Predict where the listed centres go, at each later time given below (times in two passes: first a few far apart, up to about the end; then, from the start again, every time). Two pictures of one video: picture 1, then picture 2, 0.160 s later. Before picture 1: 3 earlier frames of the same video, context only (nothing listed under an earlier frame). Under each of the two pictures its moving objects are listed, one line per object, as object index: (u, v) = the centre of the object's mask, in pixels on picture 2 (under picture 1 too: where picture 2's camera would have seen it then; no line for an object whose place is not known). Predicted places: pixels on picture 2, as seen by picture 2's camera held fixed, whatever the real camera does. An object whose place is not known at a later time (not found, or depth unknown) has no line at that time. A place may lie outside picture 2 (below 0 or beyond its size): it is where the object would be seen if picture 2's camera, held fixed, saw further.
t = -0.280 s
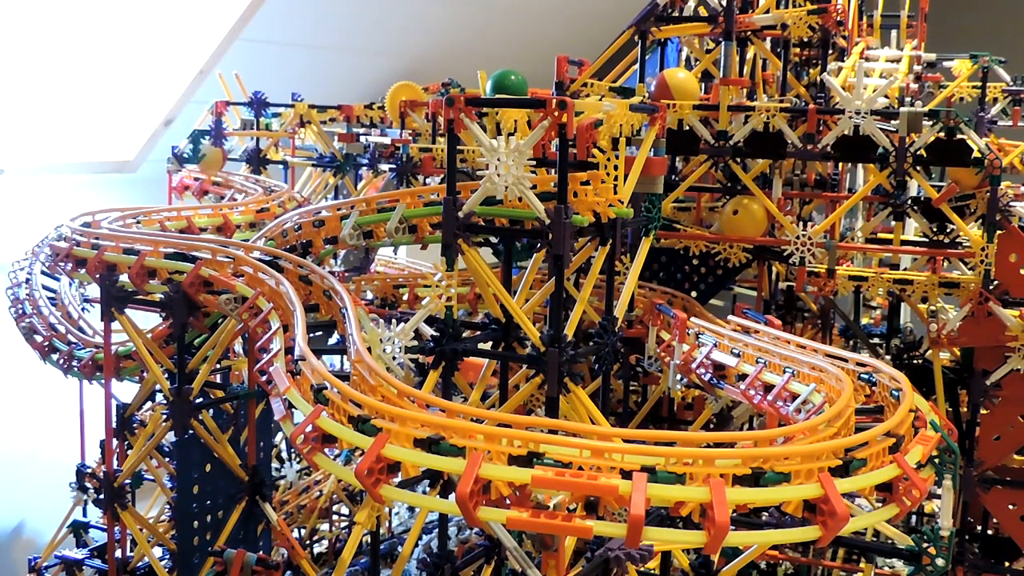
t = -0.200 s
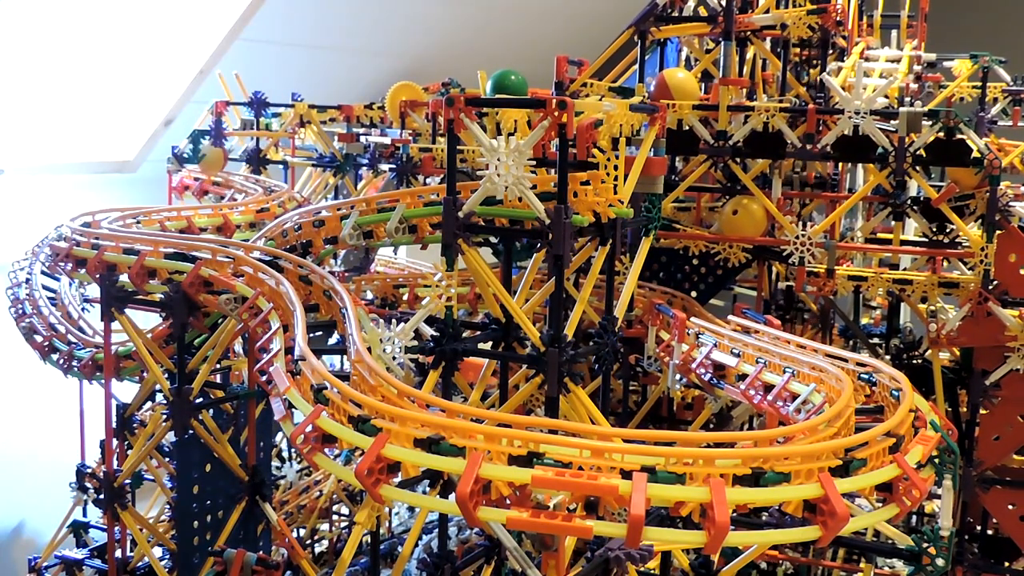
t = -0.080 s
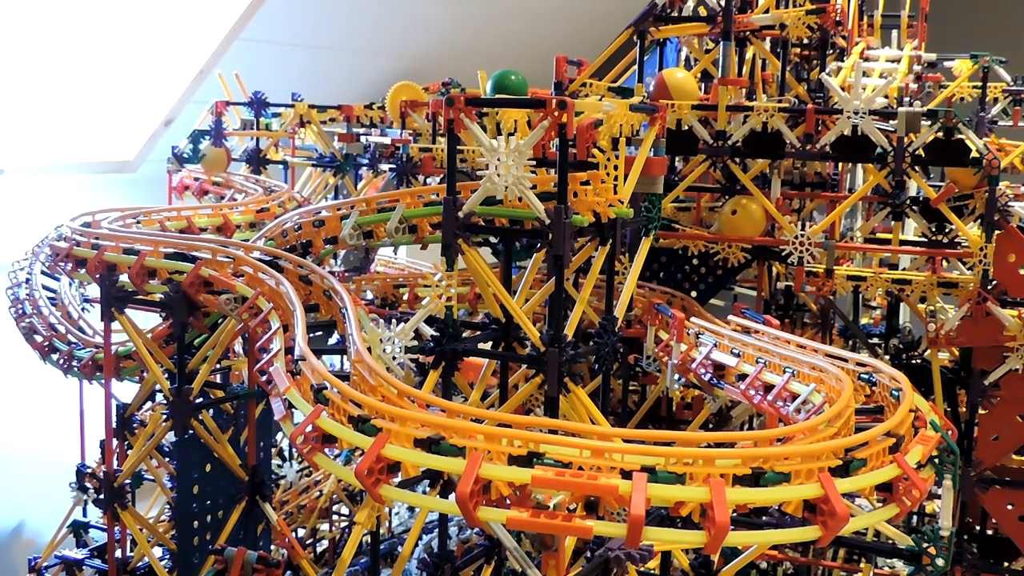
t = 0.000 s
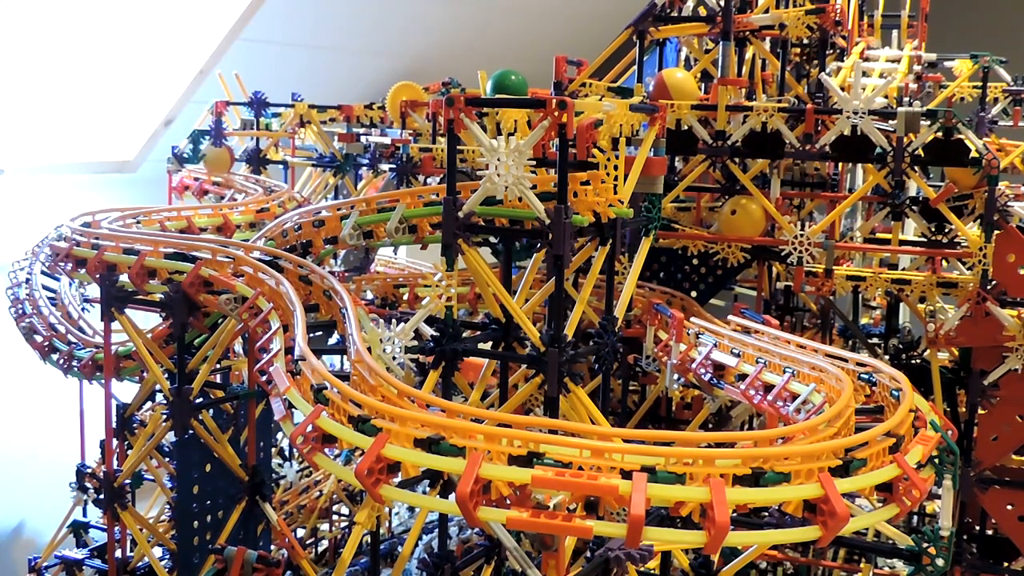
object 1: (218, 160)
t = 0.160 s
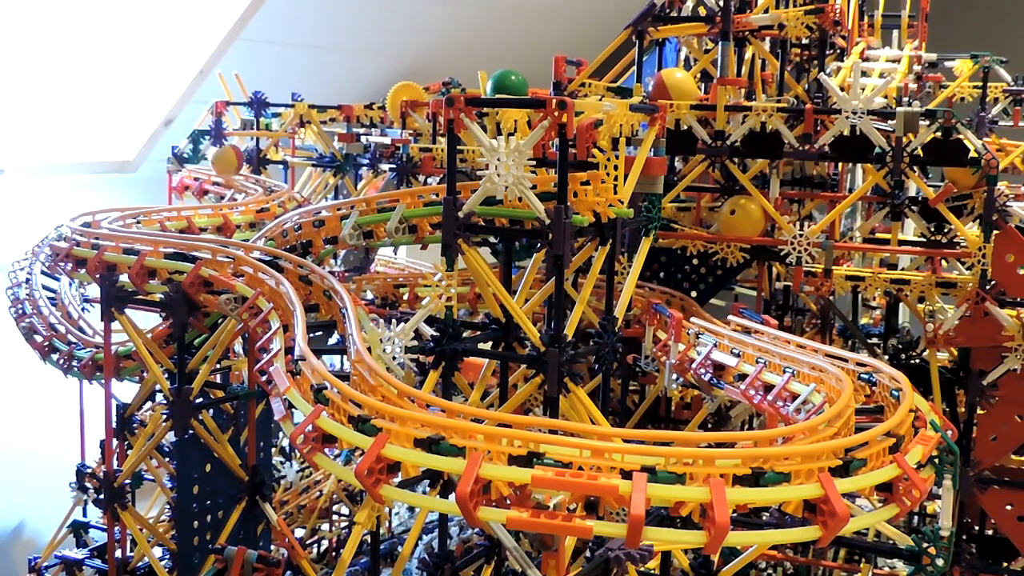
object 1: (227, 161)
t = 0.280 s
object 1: (236, 162)
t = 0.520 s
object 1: (254, 166)
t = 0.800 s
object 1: (271, 172)
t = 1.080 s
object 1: (265, 177)
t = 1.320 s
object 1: (229, 184)
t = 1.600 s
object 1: (152, 188)
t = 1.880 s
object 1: (96, 196)
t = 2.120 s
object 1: (91, 203)
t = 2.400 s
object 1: (147, 210)
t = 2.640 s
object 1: (217, 216)
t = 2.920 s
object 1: (287, 239)
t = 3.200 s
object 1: (329, 290)
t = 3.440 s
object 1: (427, 367)
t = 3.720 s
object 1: (803, 398)
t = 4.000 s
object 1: (861, 335)
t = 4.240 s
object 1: (749, 303)
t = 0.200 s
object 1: (230, 162)
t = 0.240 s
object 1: (233, 162)
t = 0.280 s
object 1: (236, 162)
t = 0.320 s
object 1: (239, 162)
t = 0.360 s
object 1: (242, 163)
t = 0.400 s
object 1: (246, 164)
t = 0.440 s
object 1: (249, 165)
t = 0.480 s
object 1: (252, 165)
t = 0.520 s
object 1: (254, 166)
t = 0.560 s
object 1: (257, 167)
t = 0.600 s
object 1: (260, 168)
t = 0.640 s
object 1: (263, 169)
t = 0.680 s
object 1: (266, 170)
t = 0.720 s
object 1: (268, 170)
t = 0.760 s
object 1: (270, 171)
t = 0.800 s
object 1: (271, 172)
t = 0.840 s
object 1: (272, 172)
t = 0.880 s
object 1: (272, 173)
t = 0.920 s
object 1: (272, 173)
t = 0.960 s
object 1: (271, 174)
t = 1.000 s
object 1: (270, 175)
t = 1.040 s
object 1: (268, 176)
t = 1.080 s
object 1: (265, 177)
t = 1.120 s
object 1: (262, 178)
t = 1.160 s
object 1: (258, 180)
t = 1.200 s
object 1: (253, 181)
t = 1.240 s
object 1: (246, 182)
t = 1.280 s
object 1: (239, 184)
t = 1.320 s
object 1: (229, 184)
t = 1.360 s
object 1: (220, 185)
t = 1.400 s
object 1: (209, 186)
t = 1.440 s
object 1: (197, 186)
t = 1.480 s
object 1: (185, 186)
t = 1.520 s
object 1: (175, 186)
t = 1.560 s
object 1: (163, 188)
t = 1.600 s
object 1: (152, 188)
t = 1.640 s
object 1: (143, 188)
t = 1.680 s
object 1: (133, 189)
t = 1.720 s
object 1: (124, 190)
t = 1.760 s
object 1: (116, 191)
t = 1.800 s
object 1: (108, 192)
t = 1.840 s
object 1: (101, 194)
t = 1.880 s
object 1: (96, 196)
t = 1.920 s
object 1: (92, 198)
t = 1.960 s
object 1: (88, 199)
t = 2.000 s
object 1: (86, 201)
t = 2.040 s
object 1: (87, 202)
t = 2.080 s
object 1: (88, 203)
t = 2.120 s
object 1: (91, 203)
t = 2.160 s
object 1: (95, 204)
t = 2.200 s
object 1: (101, 206)
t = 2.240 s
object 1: (109, 207)
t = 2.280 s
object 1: (117, 207)
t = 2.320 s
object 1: (126, 208)
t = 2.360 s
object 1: (136, 209)
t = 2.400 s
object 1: (147, 210)
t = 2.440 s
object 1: (158, 211)
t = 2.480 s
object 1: (171, 212)
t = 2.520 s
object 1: (183, 213)
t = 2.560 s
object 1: (194, 214)
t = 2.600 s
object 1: (206, 215)
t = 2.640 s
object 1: (217, 216)
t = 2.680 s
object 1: (228, 217)
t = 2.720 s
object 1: (239, 219)
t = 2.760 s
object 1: (249, 223)
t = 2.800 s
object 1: (258, 226)
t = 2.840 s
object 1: (268, 230)
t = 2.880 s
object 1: (277, 234)
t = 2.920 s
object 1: (287, 239)
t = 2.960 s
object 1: (296, 243)
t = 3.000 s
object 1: (305, 247)
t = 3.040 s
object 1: (311, 254)
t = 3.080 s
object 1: (317, 262)
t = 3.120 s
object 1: (322, 270)
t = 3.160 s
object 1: (326, 280)
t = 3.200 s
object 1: (329, 290)
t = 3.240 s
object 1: (331, 303)
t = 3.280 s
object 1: (337, 315)
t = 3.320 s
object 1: (348, 328)
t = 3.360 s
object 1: (366, 344)
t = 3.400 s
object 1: (393, 358)
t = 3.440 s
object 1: (427, 367)
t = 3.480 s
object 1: (474, 375)
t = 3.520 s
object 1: (526, 382)
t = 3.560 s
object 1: (583, 389)
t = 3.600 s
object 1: (644, 394)
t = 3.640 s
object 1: (697, 399)
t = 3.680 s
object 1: (754, 401)
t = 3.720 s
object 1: (803, 398)
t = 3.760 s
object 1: (837, 391)
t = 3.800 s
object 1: (862, 381)
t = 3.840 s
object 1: (874, 369)
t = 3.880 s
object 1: (880, 360)
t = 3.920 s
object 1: (880, 350)
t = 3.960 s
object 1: (874, 342)
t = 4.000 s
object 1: (861, 335)
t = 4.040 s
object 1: (845, 329)
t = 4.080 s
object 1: (823, 323)
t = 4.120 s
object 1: (805, 319)
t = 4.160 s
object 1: (786, 314)
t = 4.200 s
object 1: (768, 308)
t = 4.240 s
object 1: (749, 303)
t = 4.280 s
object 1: (733, 300)
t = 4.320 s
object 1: (717, 294)
